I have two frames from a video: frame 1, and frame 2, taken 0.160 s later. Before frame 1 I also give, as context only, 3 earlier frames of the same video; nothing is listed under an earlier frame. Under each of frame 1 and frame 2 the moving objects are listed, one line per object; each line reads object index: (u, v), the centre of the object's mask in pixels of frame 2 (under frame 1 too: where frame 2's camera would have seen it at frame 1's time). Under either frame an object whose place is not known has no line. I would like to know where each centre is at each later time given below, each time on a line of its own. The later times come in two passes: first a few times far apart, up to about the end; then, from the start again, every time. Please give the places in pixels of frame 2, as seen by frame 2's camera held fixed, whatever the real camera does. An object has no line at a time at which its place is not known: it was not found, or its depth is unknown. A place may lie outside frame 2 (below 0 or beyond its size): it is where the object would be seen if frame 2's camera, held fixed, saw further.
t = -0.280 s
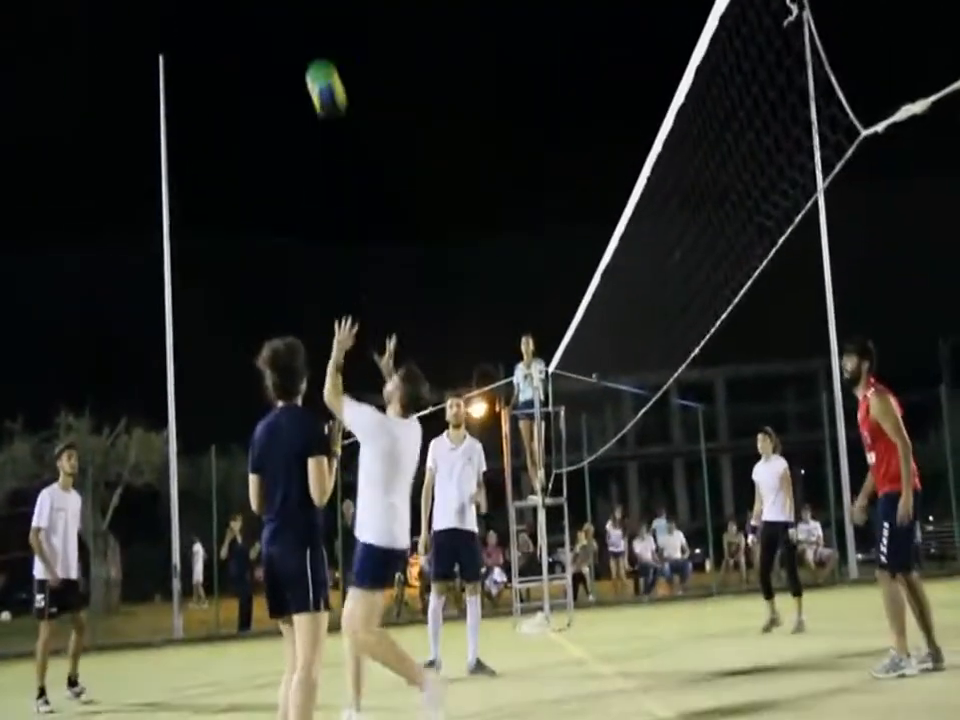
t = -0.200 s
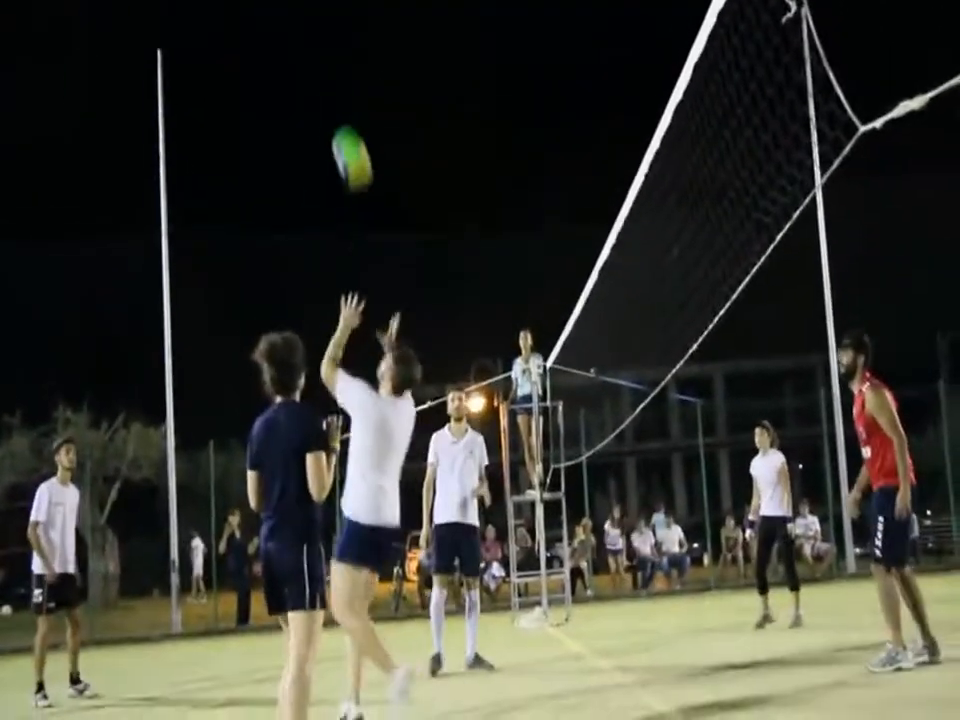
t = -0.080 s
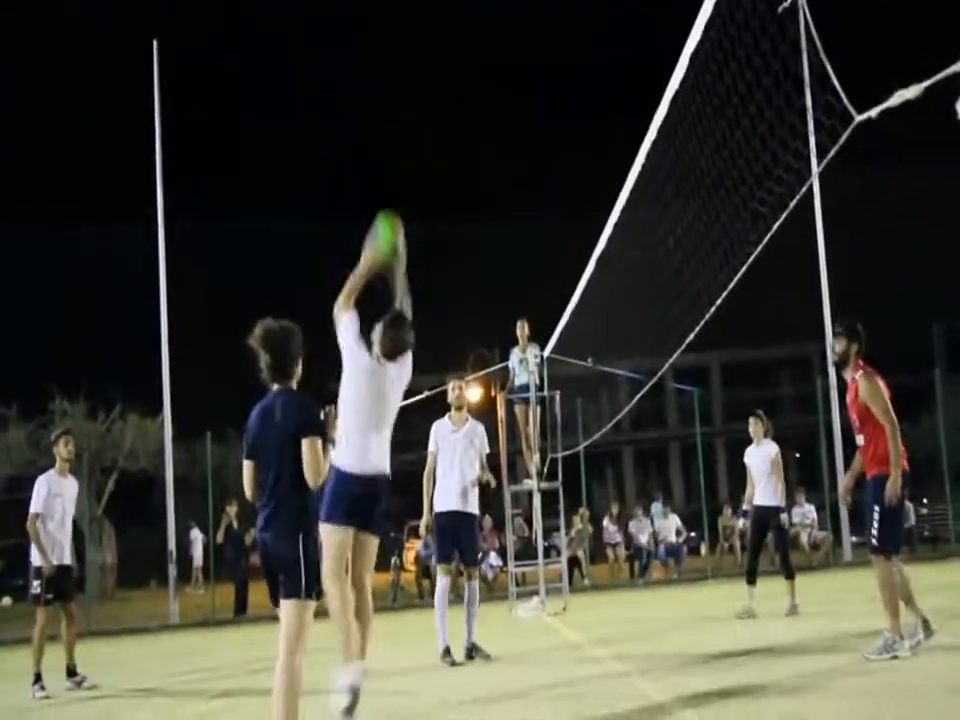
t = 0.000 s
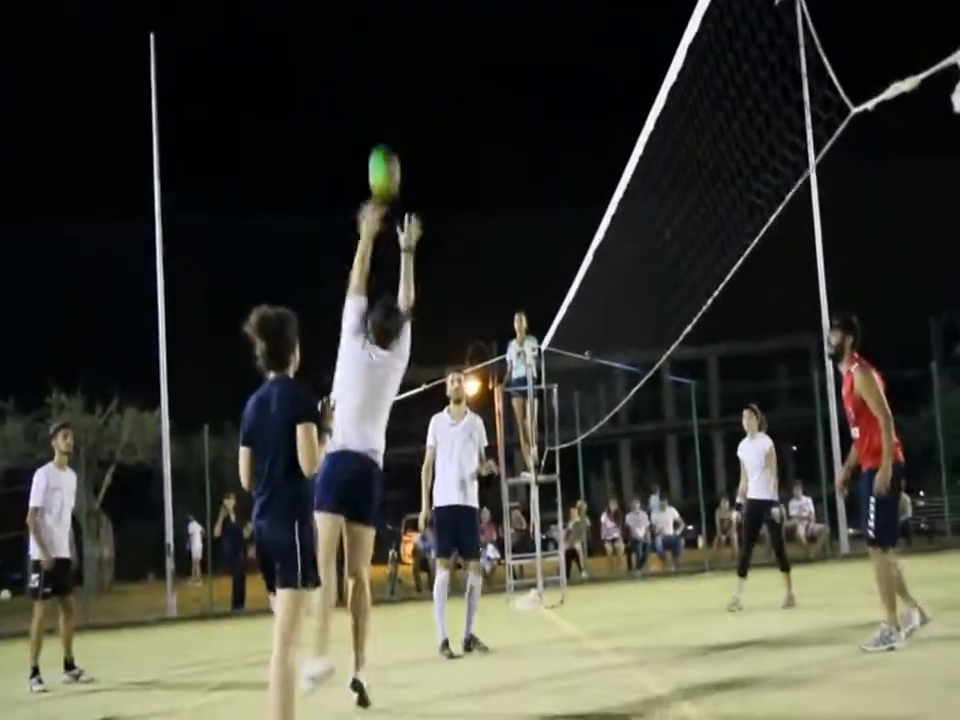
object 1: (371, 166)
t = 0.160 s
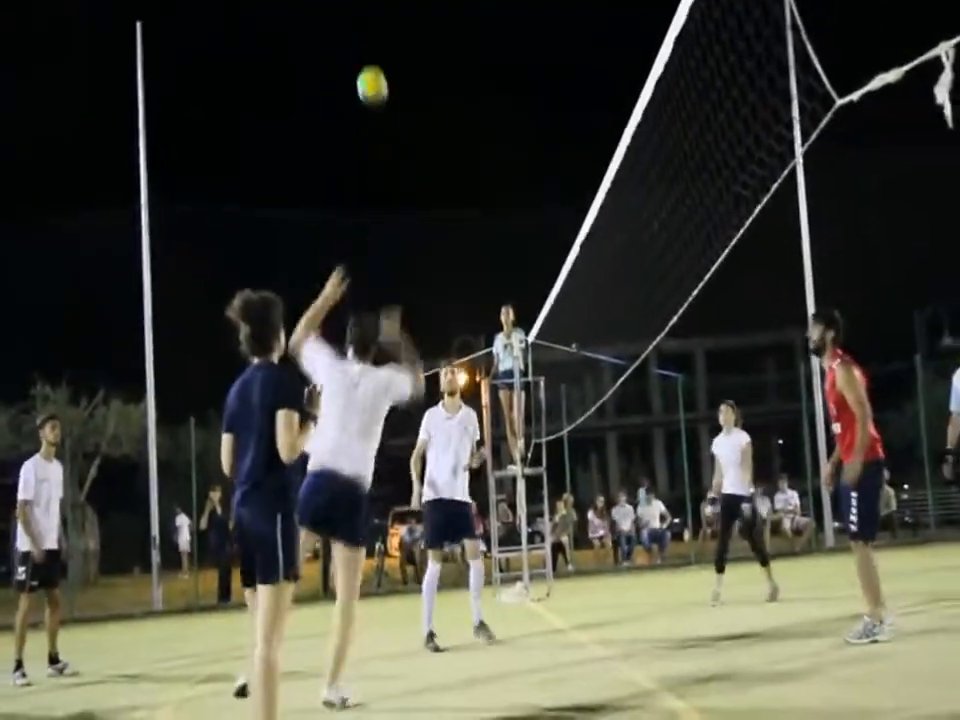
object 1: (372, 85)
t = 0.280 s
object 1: (373, 65)
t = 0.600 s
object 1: (379, 119)
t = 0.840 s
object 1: (384, 239)
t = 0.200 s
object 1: (372, 76)
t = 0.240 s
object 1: (372, 69)
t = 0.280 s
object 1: (373, 65)
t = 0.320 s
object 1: (373, 64)
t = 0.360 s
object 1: (373, 66)
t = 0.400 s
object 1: (374, 70)
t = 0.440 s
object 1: (375, 75)
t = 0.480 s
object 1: (376, 82)
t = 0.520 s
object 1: (377, 92)
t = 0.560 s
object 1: (378, 105)
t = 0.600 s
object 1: (379, 119)
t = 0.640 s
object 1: (379, 135)
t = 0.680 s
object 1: (380, 151)
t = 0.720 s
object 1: (381, 172)
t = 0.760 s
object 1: (382, 191)
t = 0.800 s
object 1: (383, 213)
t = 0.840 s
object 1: (384, 239)
